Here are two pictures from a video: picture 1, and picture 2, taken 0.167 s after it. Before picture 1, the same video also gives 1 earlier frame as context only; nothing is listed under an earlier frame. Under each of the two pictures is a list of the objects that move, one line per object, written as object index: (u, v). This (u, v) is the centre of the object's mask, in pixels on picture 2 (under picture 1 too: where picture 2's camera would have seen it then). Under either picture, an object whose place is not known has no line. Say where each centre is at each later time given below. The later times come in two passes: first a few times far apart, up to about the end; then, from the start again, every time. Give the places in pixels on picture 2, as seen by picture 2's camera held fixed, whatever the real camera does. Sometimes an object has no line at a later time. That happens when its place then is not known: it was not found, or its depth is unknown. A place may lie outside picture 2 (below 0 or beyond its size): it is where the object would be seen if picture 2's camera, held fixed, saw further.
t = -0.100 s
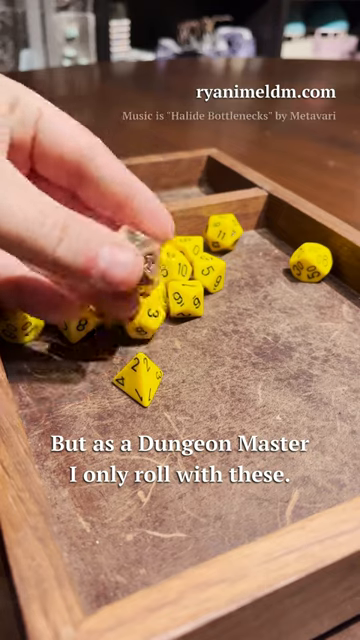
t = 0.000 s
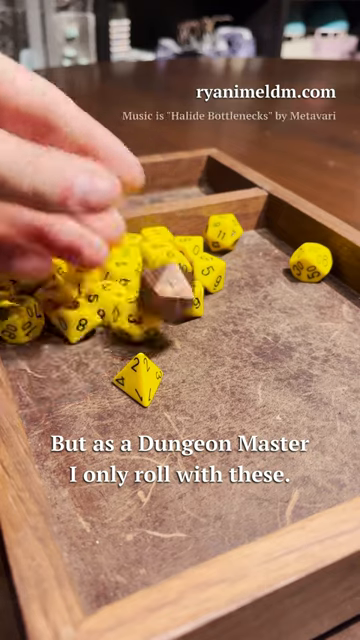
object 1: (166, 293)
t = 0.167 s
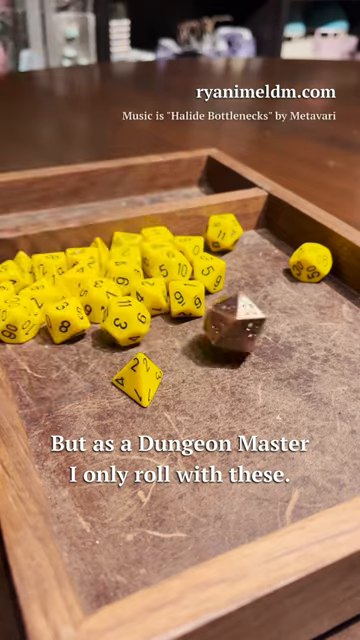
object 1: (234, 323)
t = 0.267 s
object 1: (255, 322)
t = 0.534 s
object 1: (246, 336)
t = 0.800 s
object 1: (246, 338)
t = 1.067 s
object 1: (246, 338)
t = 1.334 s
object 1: (246, 338)
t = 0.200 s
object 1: (244, 325)
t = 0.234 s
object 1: (252, 324)
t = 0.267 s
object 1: (255, 322)
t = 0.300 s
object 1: (253, 319)
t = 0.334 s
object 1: (248, 316)
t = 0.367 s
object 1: (245, 314)
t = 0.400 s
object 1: (244, 315)
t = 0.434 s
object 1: (245, 321)
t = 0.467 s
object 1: (243, 325)
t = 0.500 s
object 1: (246, 330)
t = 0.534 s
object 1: (246, 336)
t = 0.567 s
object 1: (246, 337)
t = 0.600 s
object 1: (246, 337)
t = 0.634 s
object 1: (246, 336)
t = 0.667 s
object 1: (246, 338)
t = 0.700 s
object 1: (246, 338)
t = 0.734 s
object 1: (246, 338)
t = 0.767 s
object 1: (246, 338)
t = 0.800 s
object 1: (246, 338)
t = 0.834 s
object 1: (246, 339)
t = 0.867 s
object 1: (246, 339)
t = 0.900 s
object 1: (246, 338)
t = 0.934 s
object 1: (246, 338)
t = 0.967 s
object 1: (246, 338)
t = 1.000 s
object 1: (246, 339)
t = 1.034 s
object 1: (246, 339)
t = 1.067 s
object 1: (246, 338)
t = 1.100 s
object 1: (246, 338)
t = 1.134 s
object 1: (246, 338)
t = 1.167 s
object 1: (246, 338)
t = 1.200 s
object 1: (246, 338)
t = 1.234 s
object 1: (246, 338)
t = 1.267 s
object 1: (246, 338)
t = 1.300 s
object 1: (246, 338)
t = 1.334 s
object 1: (246, 338)
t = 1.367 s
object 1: (246, 338)
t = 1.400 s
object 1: (246, 338)
